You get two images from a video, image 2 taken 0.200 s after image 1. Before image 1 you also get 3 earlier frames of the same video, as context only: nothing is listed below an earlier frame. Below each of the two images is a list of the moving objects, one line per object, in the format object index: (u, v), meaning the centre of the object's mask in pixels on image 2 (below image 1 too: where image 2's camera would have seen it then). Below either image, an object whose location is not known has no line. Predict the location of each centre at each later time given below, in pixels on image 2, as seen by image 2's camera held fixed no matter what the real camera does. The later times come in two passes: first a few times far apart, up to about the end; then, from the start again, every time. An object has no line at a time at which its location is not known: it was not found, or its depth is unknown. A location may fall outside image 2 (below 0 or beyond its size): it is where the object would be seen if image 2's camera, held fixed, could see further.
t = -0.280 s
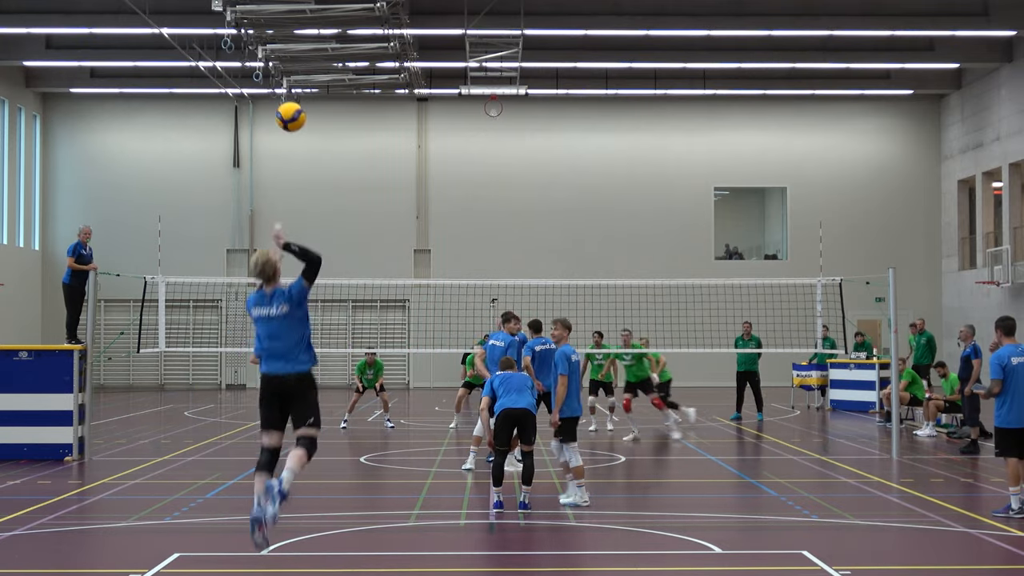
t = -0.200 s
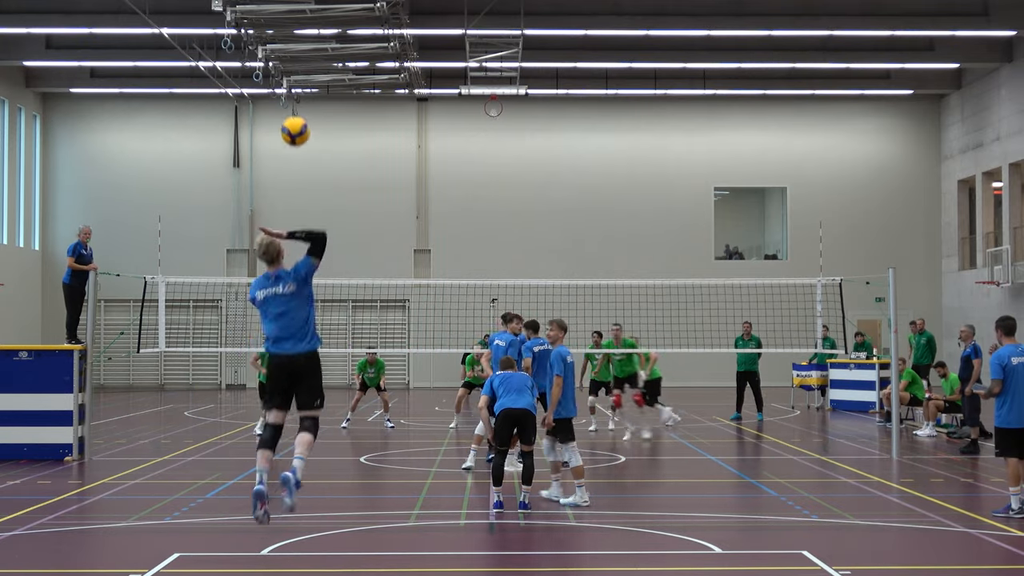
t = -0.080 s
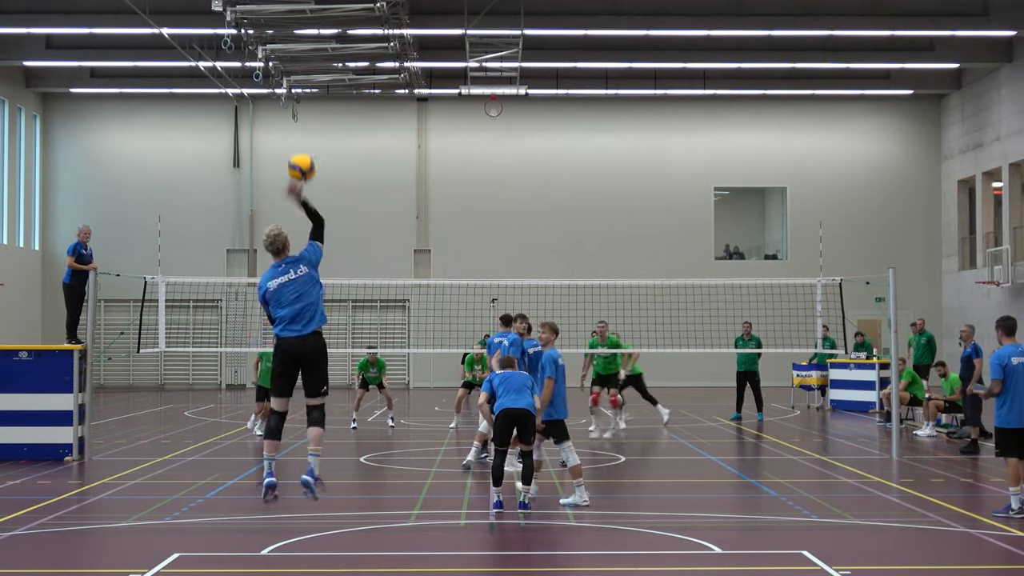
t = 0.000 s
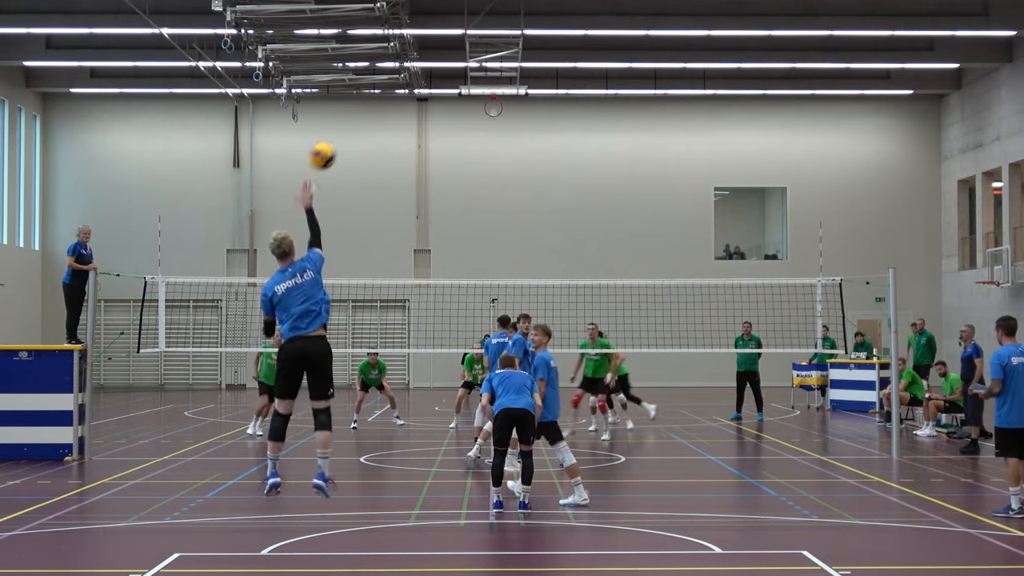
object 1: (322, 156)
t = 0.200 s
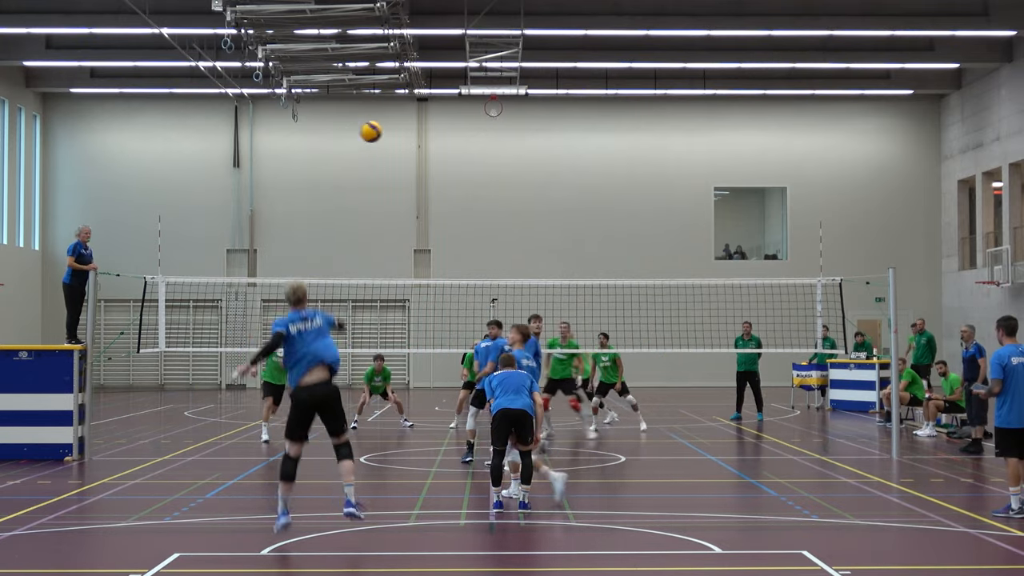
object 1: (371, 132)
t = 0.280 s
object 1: (384, 135)
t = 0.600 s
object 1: (427, 187)
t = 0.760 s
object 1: (444, 234)
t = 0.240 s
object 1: (378, 133)
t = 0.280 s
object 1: (384, 135)
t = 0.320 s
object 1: (390, 139)
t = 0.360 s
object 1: (396, 143)
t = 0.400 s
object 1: (402, 148)
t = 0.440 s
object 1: (408, 154)
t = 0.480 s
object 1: (413, 161)
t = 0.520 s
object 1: (418, 168)
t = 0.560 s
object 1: (423, 177)
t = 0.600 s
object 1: (427, 187)
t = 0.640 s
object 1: (432, 198)
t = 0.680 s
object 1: (437, 209)
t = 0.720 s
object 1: (441, 221)
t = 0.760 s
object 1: (444, 234)
